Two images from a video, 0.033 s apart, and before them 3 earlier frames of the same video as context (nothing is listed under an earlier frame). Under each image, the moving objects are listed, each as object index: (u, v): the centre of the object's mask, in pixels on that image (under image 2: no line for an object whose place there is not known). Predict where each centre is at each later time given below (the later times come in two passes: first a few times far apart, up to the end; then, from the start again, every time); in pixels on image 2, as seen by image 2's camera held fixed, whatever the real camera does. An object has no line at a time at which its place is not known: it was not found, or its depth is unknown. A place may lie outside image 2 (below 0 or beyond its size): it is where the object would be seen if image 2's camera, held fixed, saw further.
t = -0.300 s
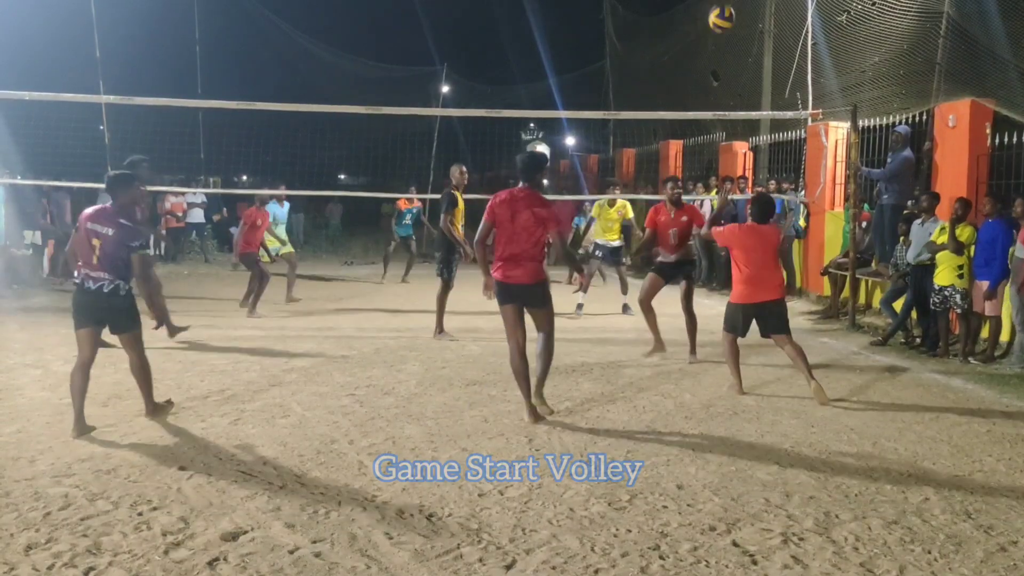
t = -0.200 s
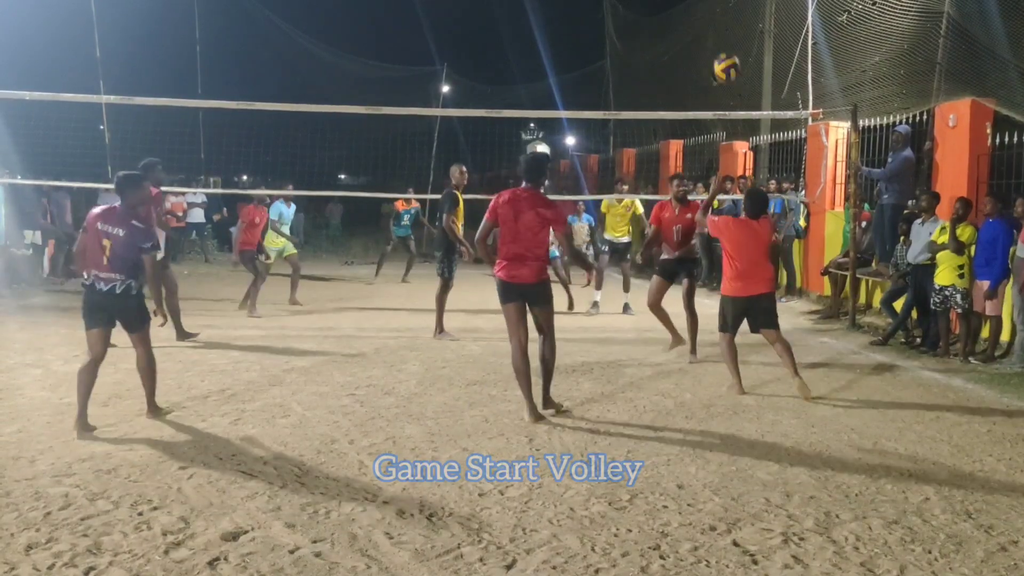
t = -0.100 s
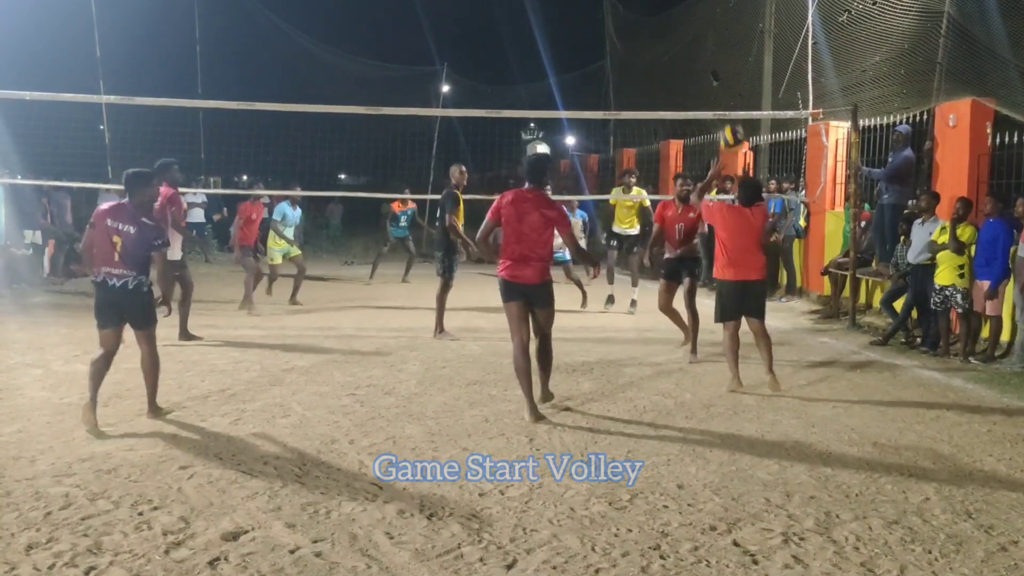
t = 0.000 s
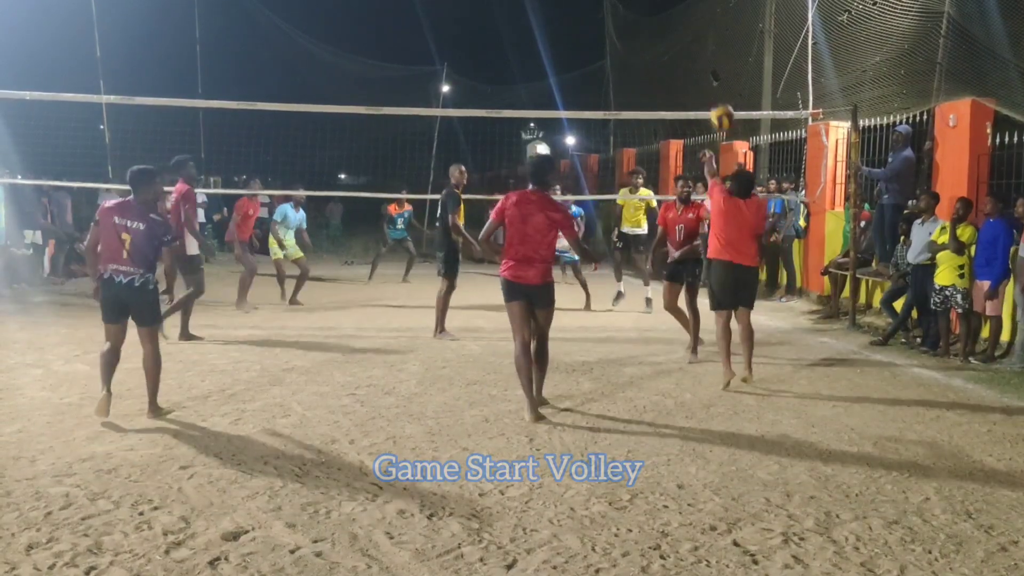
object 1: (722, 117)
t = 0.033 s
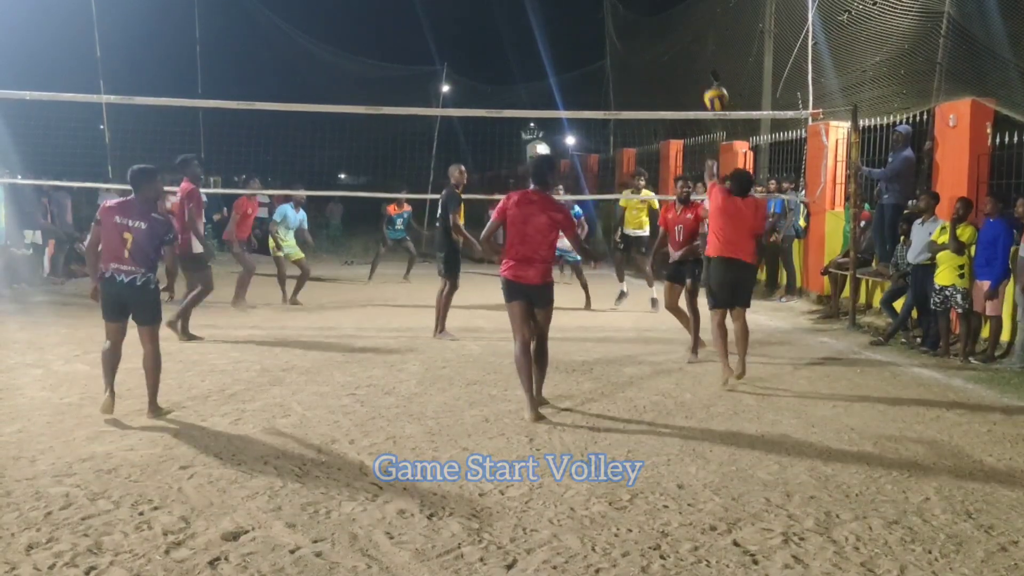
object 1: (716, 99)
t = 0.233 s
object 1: (685, 31)
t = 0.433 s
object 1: (662, 14)
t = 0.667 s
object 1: (639, 36)
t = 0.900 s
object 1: (621, 87)
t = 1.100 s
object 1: (606, 147)
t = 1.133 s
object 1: (605, 158)
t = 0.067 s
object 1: (710, 83)
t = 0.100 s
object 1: (706, 70)
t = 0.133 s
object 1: (700, 57)
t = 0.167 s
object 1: (695, 47)
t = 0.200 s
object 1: (690, 38)
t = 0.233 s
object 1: (685, 31)
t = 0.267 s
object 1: (681, 26)
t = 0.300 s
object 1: (678, 21)
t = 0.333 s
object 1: (673, 18)
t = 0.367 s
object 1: (670, 16)
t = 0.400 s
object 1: (666, 15)
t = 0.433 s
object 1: (662, 14)
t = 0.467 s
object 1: (659, 15)
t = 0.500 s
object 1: (655, 17)
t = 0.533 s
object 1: (652, 19)
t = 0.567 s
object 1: (648, 23)
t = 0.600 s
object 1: (645, 26)
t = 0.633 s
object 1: (642, 31)
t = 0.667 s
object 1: (639, 36)
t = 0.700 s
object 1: (636, 42)
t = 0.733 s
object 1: (634, 48)
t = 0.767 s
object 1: (631, 55)
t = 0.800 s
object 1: (628, 63)
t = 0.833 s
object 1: (626, 70)
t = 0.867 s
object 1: (623, 78)
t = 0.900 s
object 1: (621, 87)
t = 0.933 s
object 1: (618, 96)
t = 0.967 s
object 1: (616, 106)
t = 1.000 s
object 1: (614, 116)
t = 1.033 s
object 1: (611, 126)
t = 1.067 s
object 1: (609, 136)
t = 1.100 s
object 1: (606, 147)
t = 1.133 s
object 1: (605, 158)
